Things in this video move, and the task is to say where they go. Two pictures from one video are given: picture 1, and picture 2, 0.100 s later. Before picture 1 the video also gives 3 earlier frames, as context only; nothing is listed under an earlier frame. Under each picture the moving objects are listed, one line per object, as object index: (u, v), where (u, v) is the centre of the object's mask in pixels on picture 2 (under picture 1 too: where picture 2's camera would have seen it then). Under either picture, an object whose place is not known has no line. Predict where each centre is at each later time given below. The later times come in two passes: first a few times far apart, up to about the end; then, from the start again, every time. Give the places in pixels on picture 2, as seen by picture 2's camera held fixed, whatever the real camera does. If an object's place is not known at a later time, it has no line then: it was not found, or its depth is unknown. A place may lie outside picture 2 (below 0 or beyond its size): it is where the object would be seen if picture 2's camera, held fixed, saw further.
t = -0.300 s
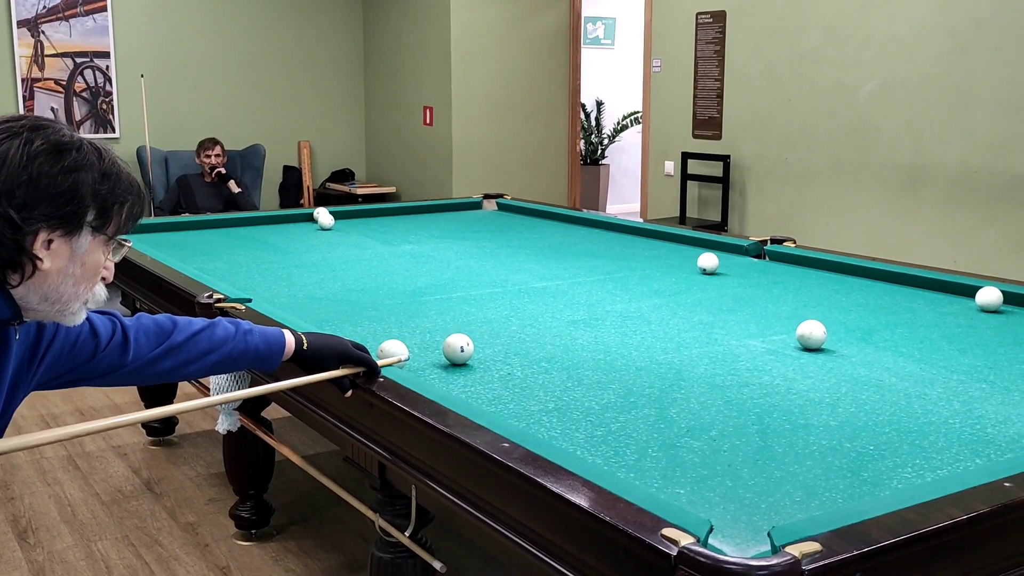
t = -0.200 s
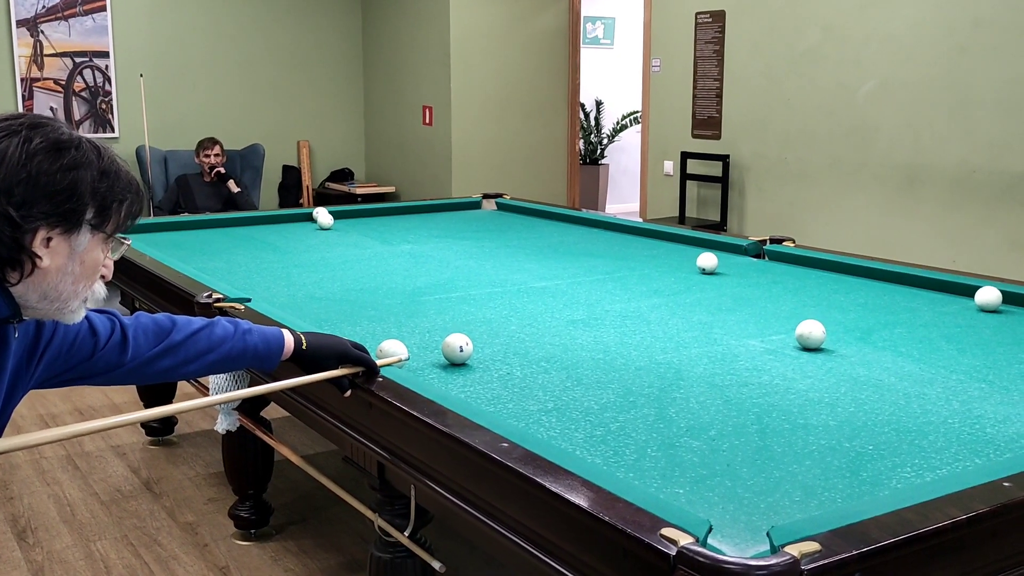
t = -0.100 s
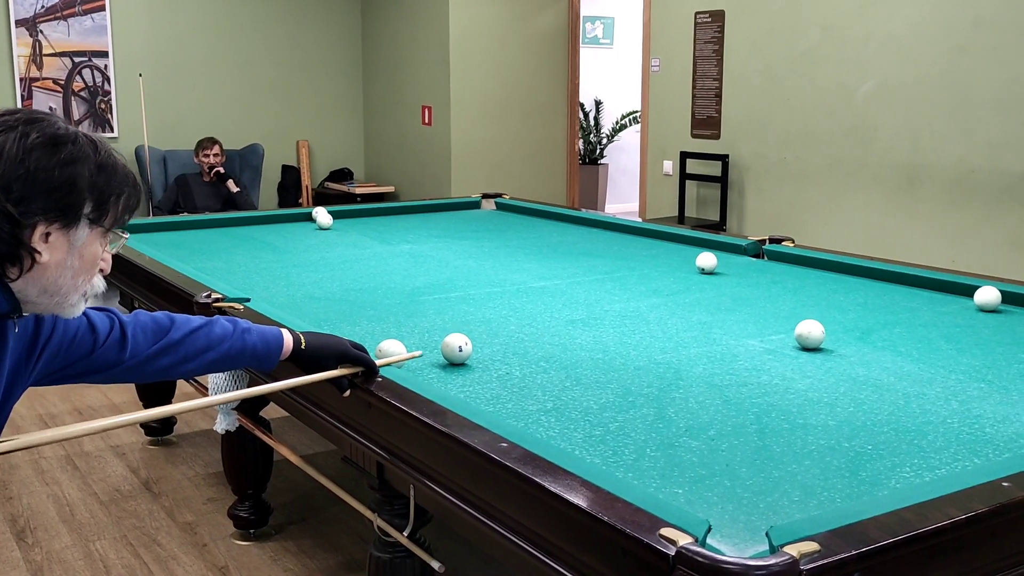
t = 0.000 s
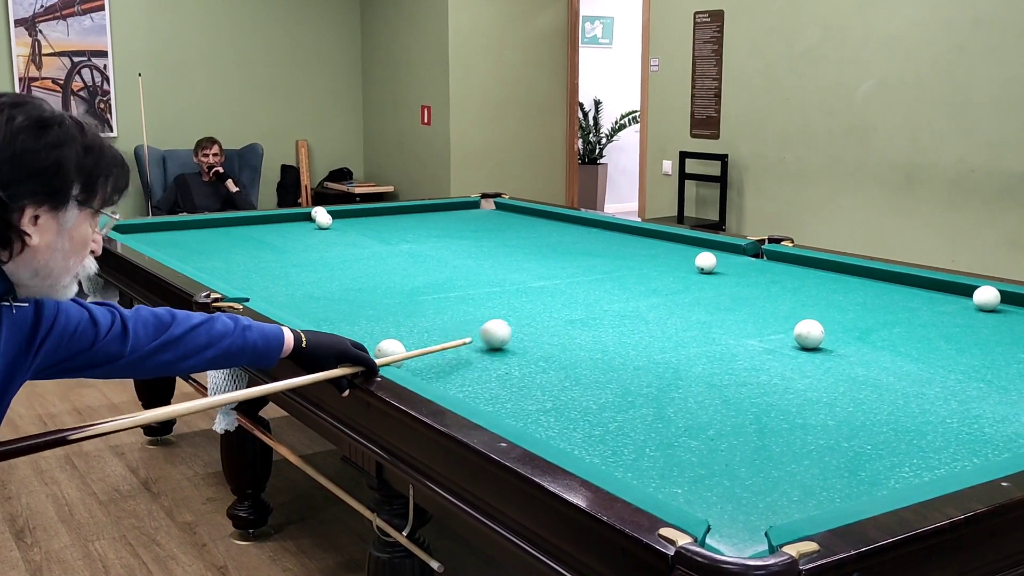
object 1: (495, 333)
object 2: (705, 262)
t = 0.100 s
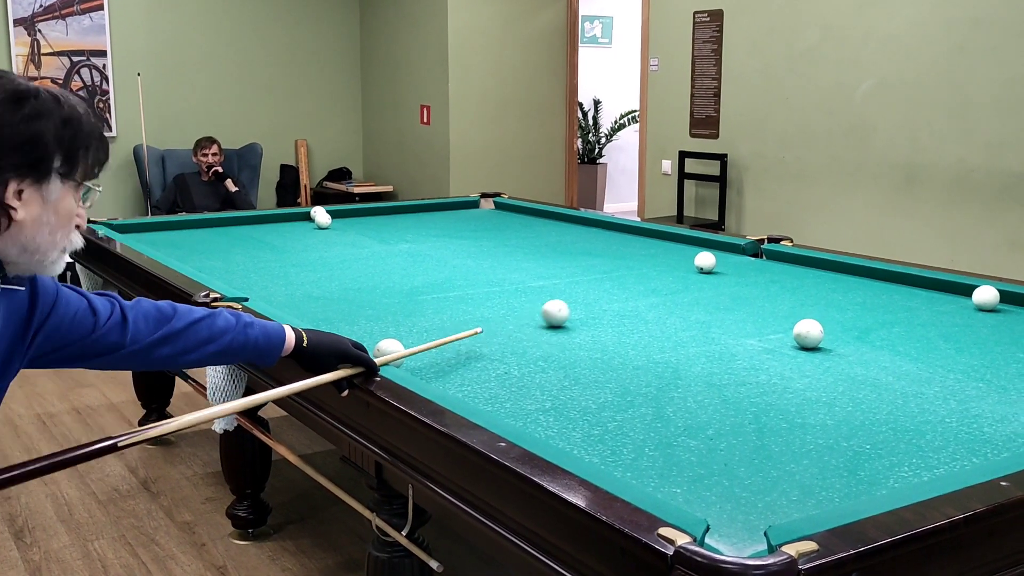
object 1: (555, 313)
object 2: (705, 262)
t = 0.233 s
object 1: (616, 292)
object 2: (705, 262)
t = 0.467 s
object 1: (692, 264)
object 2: (711, 260)
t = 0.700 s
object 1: (686, 258)
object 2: (729, 250)
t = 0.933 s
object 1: (671, 254)
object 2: (686, 247)
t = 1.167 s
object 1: (644, 254)
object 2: (656, 241)
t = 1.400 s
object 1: (618, 254)
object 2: (629, 237)
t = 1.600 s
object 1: (596, 254)
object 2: (609, 233)
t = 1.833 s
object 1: (573, 253)
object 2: (586, 229)
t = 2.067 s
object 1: (550, 253)
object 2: (565, 225)
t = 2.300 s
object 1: (529, 253)
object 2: (545, 221)
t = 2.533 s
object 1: (509, 253)
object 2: (527, 218)
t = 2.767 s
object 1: (490, 253)
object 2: (510, 215)
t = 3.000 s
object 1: (472, 253)
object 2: (494, 213)
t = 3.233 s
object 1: (455, 253)
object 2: (478, 210)
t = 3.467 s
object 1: (439, 253)
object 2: (465, 208)
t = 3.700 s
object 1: (425, 253)
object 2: (451, 205)
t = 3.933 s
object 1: (411, 253)
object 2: (445, 205)
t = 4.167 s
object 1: (399, 253)
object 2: (450, 206)
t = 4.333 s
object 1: (390, 252)
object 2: (453, 207)
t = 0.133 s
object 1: (572, 307)
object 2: (705, 262)
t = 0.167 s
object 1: (587, 302)
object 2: (705, 262)
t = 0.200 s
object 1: (602, 297)
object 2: (705, 262)
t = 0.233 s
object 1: (616, 292)
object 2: (705, 262)
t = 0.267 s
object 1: (629, 287)
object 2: (705, 262)
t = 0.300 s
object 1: (641, 283)
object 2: (705, 262)
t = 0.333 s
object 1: (654, 279)
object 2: (705, 262)
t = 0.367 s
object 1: (665, 274)
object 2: (705, 262)
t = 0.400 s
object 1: (676, 271)
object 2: (705, 262)
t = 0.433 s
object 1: (687, 267)
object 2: (706, 262)
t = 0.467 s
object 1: (692, 264)
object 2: (711, 260)
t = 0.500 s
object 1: (690, 264)
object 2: (722, 258)
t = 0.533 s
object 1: (688, 263)
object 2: (732, 255)
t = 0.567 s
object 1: (686, 262)
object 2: (743, 253)
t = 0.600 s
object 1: (685, 261)
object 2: (752, 251)
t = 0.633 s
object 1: (685, 260)
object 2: (749, 250)
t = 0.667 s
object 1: (685, 259)
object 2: (739, 250)
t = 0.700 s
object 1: (686, 258)
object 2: (729, 250)
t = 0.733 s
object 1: (686, 257)
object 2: (720, 251)
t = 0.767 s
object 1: (687, 256)
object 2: (711, 251)
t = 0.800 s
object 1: (687, 255)
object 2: (704, 251)
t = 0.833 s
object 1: (685, 254)
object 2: (699, 250)
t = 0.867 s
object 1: (680, 254)
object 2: (694, 249)
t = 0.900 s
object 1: (675, 254)
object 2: (690, 248)
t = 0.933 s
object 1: (671, 254)
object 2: (686, 247)
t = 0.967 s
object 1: (667, 254)
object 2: (682, 246)
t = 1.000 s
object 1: (663, 254)
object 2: (677, 245)
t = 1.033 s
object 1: (659, 254)
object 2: (673, 244)
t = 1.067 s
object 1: (655, 254)
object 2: (669, 244)
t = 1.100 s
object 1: (651, 254)
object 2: (665, 243)
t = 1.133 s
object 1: (648, 254)
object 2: (661, 242)
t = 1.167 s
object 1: (644, 254)
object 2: (656, 241)
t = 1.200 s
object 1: (640, 254)
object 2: (653, 241)
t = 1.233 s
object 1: (636, 254)
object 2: (649, 240)
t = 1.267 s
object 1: (633, 254)
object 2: (645, 239)
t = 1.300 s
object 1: (629, 254)
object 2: (641, 239)
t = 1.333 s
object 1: (625, 254)
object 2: (637, 238)
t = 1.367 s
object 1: (622, 254)
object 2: (633, 237)
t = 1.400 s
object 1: (618, 254)
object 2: (629, 237)
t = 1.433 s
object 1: (614, 253)
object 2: (626, 236)
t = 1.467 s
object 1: (611, 253)
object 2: (622, 236)
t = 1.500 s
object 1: (607, 254)
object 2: (619, 235)
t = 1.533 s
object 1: (603, 254)
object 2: (615, 234)
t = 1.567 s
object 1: (600, 253)
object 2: (612, 234)
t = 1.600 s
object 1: (596, 254)
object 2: (609, 233)
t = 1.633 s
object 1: (593, 253)
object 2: (605, 232)
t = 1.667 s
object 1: (589, 253)
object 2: (602, 232)
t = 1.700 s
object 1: (586, 253)
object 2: (599, 231)
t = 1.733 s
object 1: (583, 253)
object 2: (595, 230)
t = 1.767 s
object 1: (579, 253)
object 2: (592, 230)
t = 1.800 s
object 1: (576, 253)
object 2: (589, 229)
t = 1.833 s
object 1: (573, 253)
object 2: (586, 229)
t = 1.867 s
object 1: (570, 253)
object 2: (583, 228)
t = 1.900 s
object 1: (566, 253)
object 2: (580, 228)
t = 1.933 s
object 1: (563, 253)
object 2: (577, 227)
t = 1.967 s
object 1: (560, 253)
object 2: (574, 226)
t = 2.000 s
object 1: (557, 253)
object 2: (571, 226)
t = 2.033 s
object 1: (553, 253)
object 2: (568, 225)
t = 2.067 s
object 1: (550, 253)
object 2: (565, 225)
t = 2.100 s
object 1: (547, 253)
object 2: (562, 224)
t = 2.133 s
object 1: (544, 253)
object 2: (559, 224)
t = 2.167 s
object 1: (541, 253)
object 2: (556, 223)
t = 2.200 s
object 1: (538, 253)
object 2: (553, 223)
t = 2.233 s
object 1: (535, 253)
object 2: (551, 222)
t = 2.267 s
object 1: (532, 253)
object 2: (548, 222)
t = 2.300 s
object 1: (529, 253)
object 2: (545, 221)
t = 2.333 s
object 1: (526, 253)
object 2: (543, 221)
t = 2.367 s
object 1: (523, 253)
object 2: (540, 220)
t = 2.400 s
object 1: (520, 253)
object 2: (537, 220)
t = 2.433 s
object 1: (517, 253)
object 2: (535, 219)
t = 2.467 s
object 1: (514, 253)
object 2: (532, 219)
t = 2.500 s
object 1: (512, 253)
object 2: (530, 219)
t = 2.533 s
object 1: (509, 253)
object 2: (527, 218)
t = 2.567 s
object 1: (506, 253)
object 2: (525, 218)
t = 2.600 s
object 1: (503, 253)
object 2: (522, 217)
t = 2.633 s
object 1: (501, 253)
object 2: (520, 217)
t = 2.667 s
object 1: (498, 253)
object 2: (517, 216)
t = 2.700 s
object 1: (495, 253)
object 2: (515, 216)
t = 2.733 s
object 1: (493, 253)
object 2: (512, 216)
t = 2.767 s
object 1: (490, 253)
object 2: (510, 215)
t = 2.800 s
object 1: (487, 253)
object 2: (507, 215)
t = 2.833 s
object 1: (485, 253)
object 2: (505, 214)
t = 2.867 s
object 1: (482, 253)
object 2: (503, 214)
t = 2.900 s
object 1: (479, 253)
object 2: (501, 214)
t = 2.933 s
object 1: (477, 253)
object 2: (498, 213)
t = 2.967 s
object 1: (474, 253)
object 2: (496, 213)
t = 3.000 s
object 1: (472, 253)
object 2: (494, 213)
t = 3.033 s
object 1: (469, 253)
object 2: (491, 212)
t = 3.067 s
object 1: (467, 253)
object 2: (489, 212)
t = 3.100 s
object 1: (465, 253)
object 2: (487, 211)
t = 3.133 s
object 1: (462, 253)
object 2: (485, 211)
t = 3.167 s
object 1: (460, 253)
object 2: (483, 211)
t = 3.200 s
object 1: (457, 253)
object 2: (481, 210)
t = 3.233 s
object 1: (455, 253)
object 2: (478, 210)
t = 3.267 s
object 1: (453, 253)
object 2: (476, 210)
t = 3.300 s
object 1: (450, 253)
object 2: (474, 209)
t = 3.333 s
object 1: (448, 253)
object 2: (473, 209)
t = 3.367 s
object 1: (446, 253)
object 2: (470, 209)
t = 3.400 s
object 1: (444, 253)
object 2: (468, 208)
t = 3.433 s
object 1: (441, 253)
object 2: (466, 208)
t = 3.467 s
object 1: (439, 253)
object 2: (465, 208)
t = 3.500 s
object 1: (437, 253)
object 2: (463, 207)
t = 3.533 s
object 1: (435, 253)
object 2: (460, 207)
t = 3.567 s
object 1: (433, 253)
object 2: (459, 207)
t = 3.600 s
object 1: (431, 253)
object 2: (457, 206)
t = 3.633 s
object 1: (429, 253)
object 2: (455, 206)
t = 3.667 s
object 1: (427, 253)
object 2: (453, 206)
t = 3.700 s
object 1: (425, 253)
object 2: (451, 205)
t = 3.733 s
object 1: (423, 253)
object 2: (449, 205)
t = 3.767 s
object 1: (421, 253)
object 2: (448, 205)
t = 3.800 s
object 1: (419, 253)
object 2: (446, 205)
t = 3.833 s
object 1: (417, 253)
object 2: (444, 204)
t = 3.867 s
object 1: (415, 253)
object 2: (444, 204)
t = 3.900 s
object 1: (413, 253)
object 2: (444, 205)
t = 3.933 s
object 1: (411, 253)
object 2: (445, 205)
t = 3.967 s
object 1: (409, 253)
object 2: (446, 205)
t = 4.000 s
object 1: (408, 253)
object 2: (447, 205)
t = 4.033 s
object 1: (406, 253)
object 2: (447, 205)
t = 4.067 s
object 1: (404, 253)
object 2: (448, 205)
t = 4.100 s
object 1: (402, 253)
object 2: (449, 206)
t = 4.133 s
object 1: (400, 253)
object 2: (449, 206)
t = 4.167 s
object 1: (399, 253)
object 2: (450, 206)
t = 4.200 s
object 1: (397, 252)
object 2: (451, 206)
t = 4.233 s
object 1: (395, 252)
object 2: (451, 206)
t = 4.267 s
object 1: (394, 252)
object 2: (452, 207)
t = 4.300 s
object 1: (392, 252)
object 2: (453, 207)
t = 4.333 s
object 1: (390, 252)
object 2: (453, 207)
